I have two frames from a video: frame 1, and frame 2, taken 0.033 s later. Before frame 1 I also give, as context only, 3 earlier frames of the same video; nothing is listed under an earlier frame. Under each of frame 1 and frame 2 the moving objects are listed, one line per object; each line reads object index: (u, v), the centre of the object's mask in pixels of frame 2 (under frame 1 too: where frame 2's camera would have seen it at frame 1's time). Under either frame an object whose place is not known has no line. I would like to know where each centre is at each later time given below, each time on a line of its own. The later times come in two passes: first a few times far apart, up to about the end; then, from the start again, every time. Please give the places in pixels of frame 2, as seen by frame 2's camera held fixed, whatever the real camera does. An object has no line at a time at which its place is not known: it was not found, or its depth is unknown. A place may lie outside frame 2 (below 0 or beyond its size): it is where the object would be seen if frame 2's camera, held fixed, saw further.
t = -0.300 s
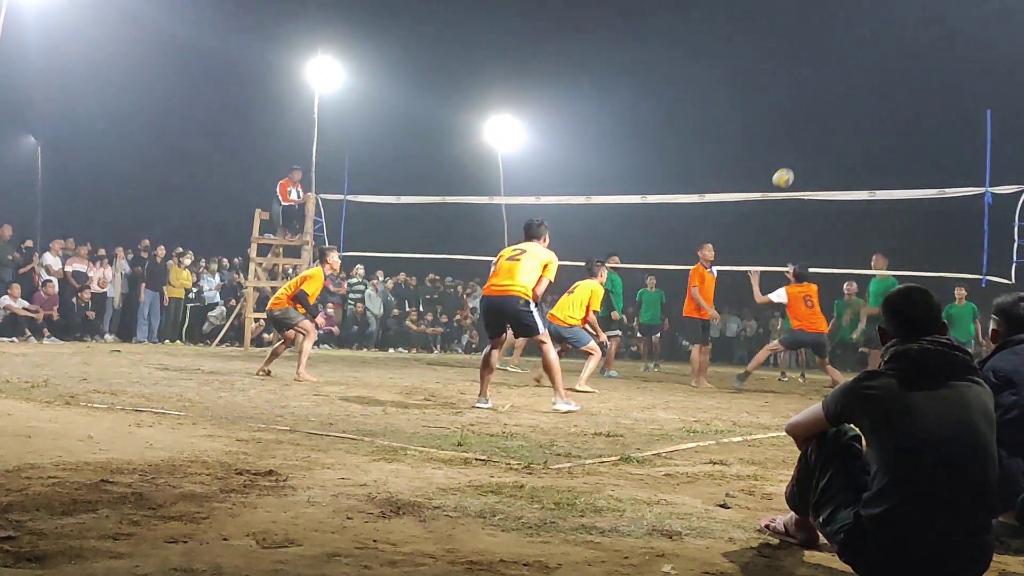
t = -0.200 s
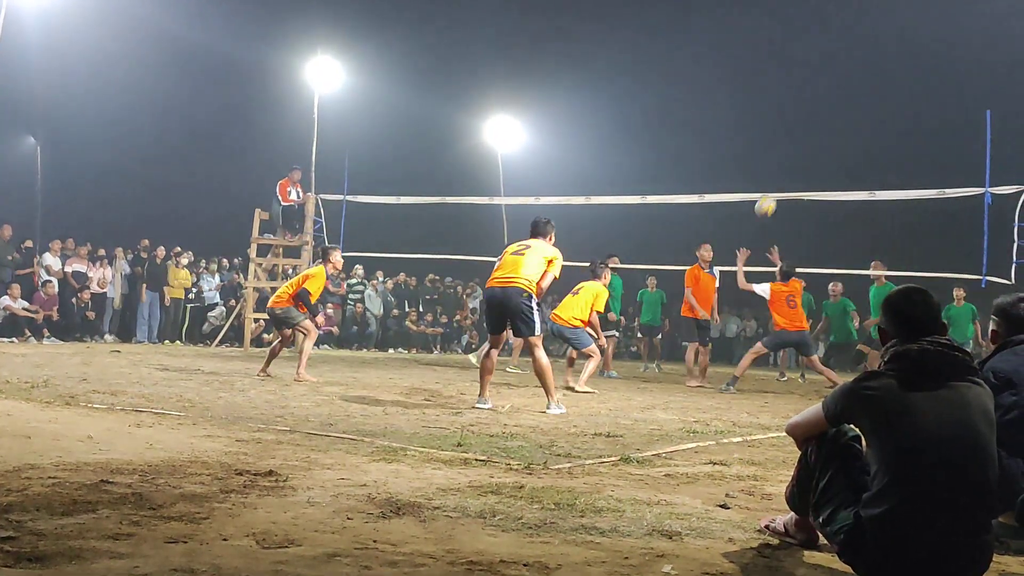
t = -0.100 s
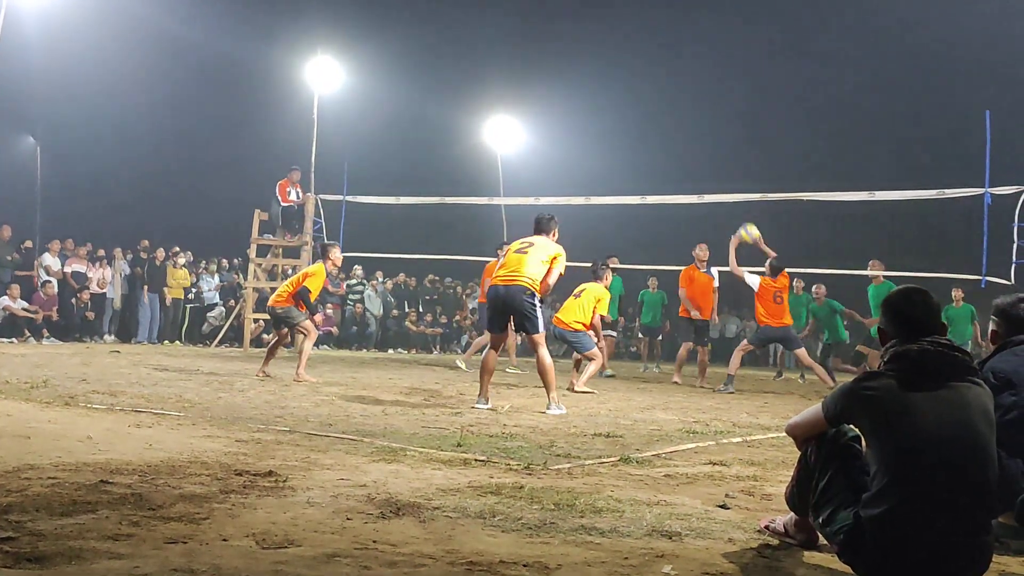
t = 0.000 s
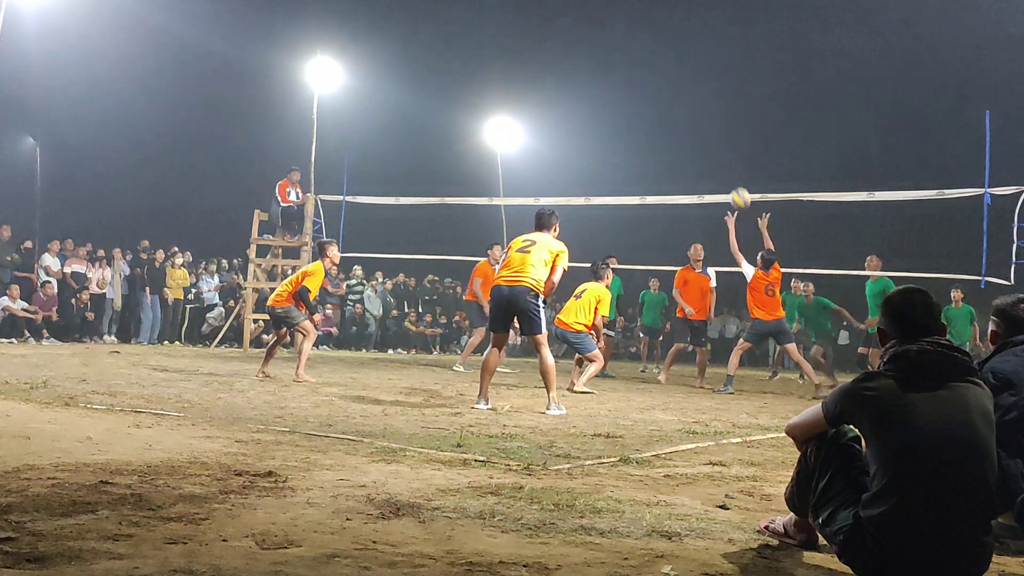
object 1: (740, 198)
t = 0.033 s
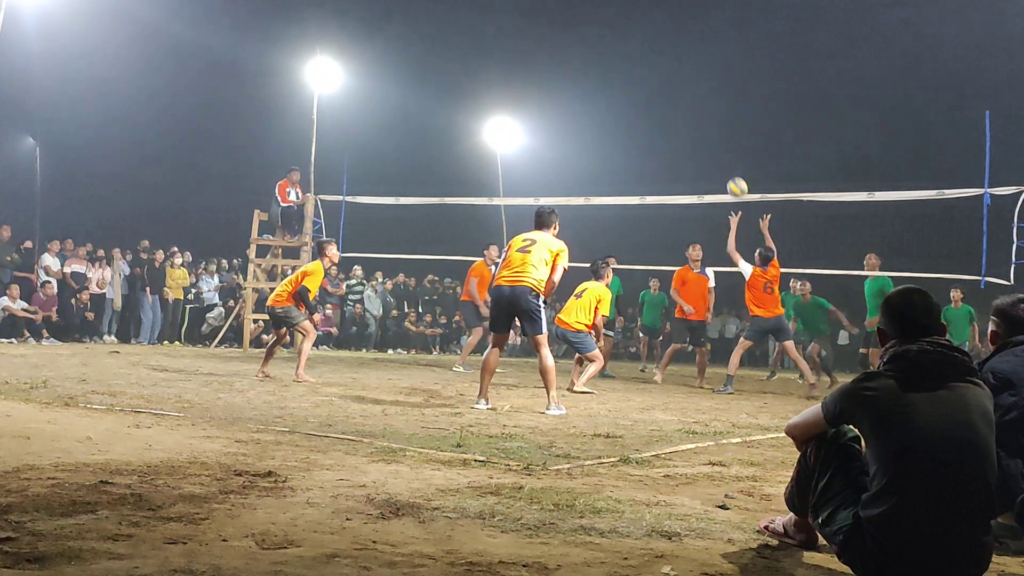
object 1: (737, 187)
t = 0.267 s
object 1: (719, 146)
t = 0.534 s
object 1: (698, 155)
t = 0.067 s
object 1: (734, 179)
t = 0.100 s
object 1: (732, 171)
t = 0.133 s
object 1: (729, 164)
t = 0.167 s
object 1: (727, 158)
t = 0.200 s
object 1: (724, 153)
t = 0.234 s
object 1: (721, 149)
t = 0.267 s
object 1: (719, 146)
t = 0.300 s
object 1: (716, 144)
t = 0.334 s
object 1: (714, 143)
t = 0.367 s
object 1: (711, 143)
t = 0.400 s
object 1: (709, 144)
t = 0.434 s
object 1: (706, 145)
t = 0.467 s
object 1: (703, 148)
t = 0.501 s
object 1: (701, 151)
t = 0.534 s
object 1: (698, 155)
